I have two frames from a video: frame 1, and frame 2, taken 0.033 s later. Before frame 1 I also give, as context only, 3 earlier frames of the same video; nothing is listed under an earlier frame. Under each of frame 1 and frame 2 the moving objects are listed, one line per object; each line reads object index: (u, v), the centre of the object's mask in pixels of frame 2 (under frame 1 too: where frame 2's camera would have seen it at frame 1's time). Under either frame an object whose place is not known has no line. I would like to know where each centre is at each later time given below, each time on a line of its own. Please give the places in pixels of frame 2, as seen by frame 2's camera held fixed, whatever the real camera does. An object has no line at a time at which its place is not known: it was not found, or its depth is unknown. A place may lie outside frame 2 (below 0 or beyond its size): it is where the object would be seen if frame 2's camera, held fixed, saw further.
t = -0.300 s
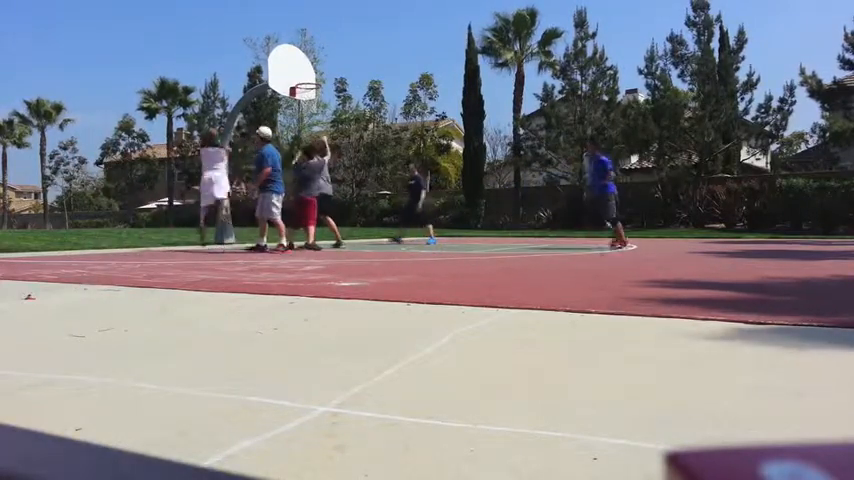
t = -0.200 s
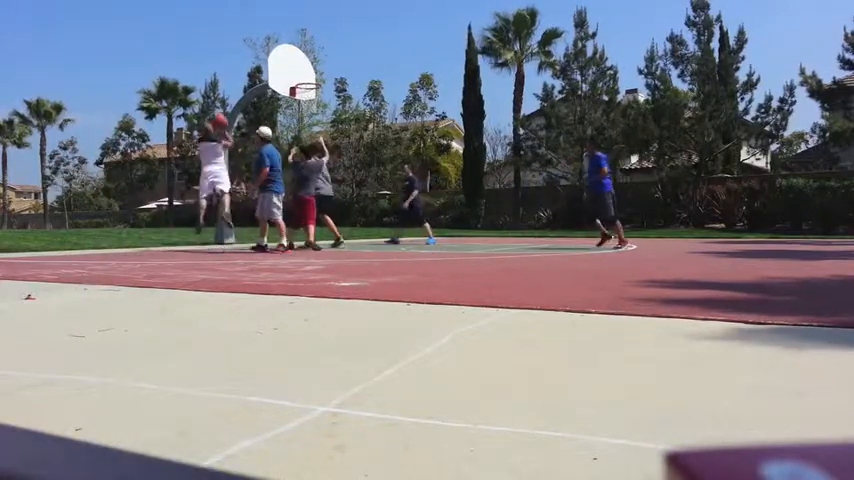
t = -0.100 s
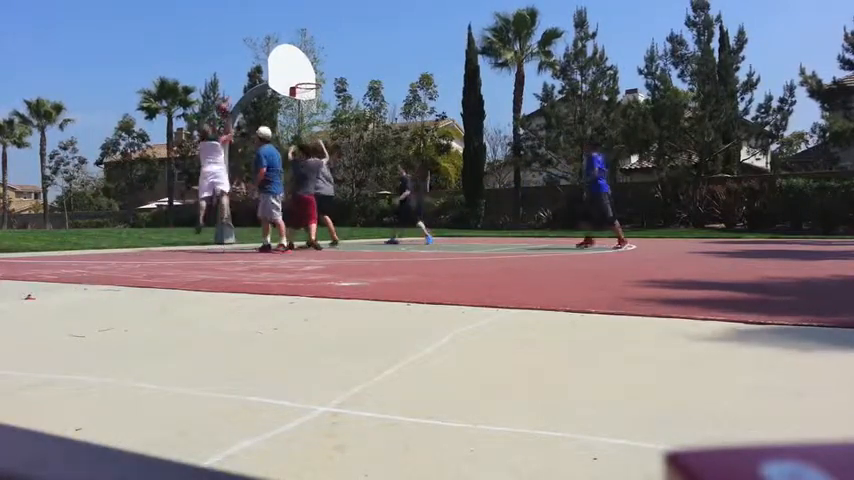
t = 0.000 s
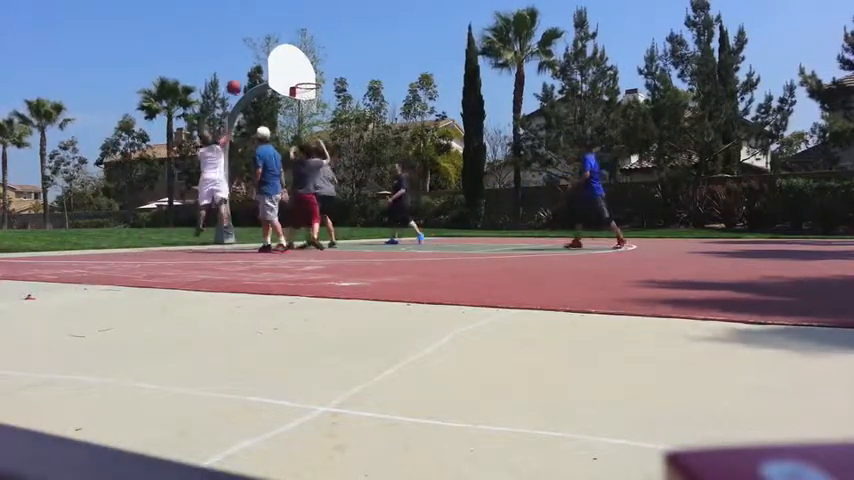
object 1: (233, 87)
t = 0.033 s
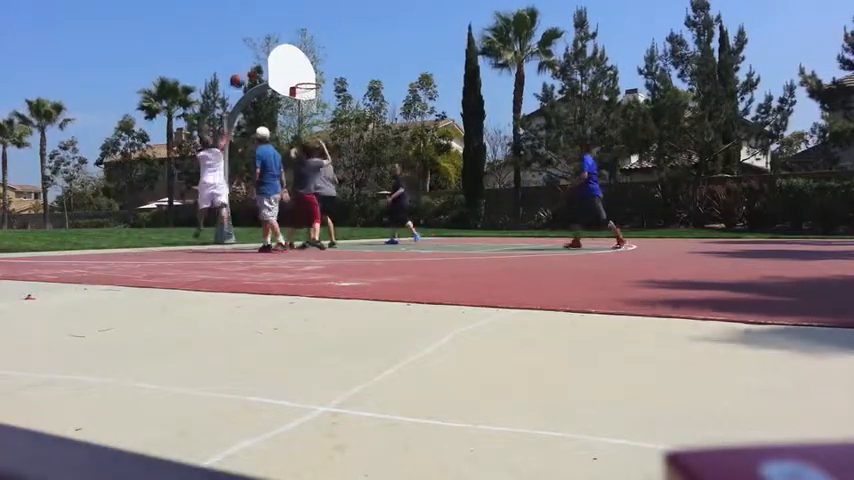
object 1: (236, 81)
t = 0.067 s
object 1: (241, 75)
